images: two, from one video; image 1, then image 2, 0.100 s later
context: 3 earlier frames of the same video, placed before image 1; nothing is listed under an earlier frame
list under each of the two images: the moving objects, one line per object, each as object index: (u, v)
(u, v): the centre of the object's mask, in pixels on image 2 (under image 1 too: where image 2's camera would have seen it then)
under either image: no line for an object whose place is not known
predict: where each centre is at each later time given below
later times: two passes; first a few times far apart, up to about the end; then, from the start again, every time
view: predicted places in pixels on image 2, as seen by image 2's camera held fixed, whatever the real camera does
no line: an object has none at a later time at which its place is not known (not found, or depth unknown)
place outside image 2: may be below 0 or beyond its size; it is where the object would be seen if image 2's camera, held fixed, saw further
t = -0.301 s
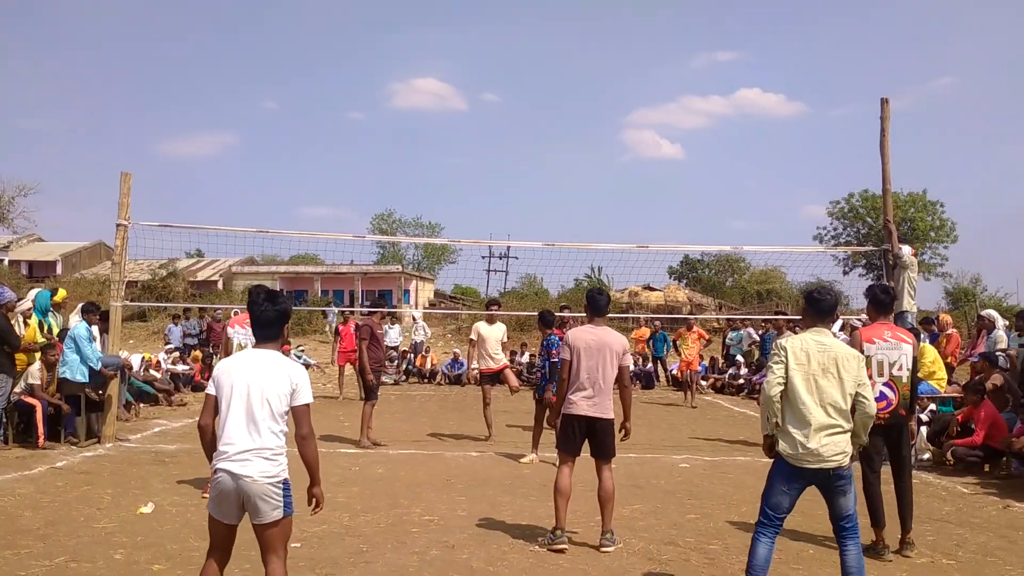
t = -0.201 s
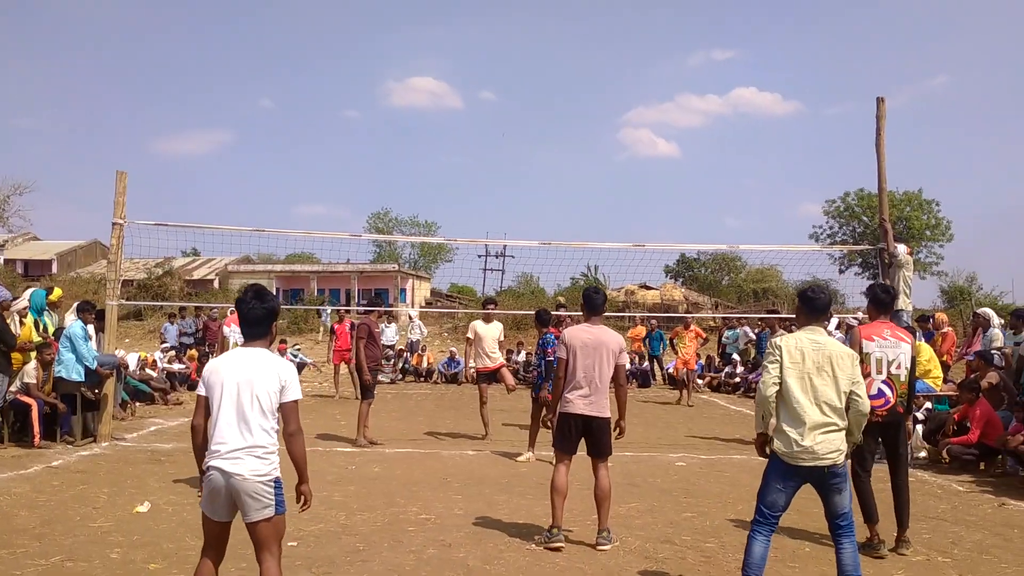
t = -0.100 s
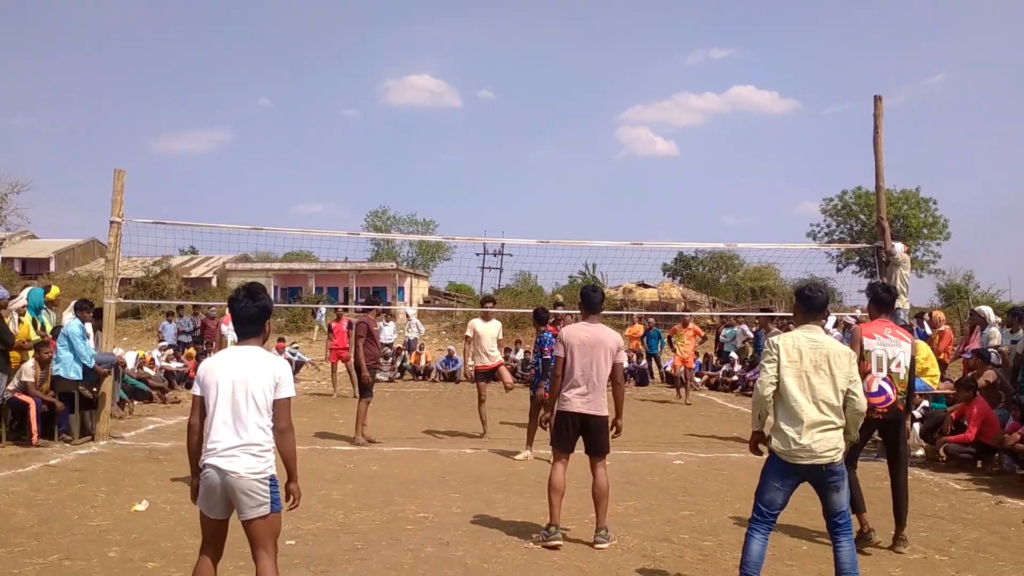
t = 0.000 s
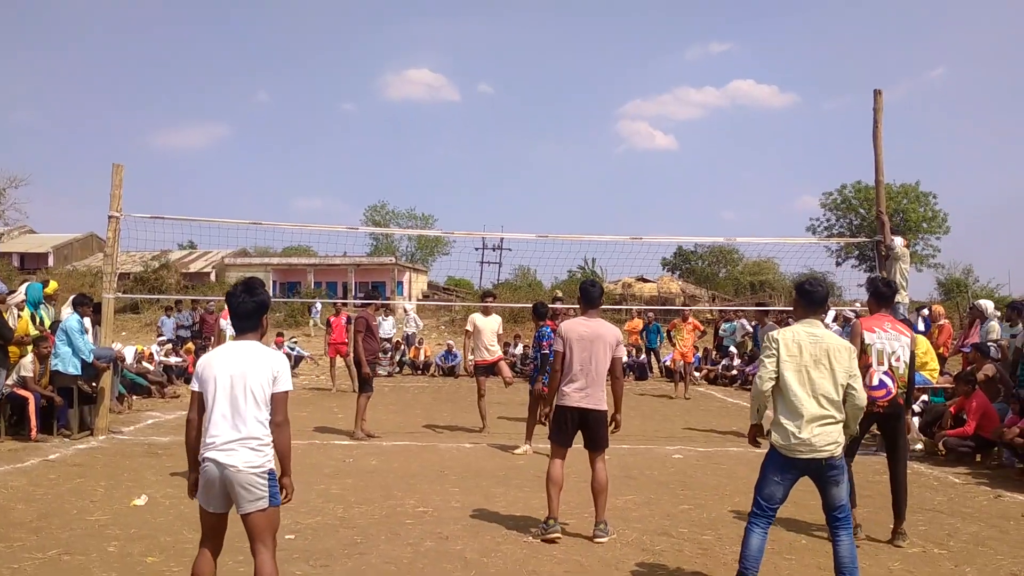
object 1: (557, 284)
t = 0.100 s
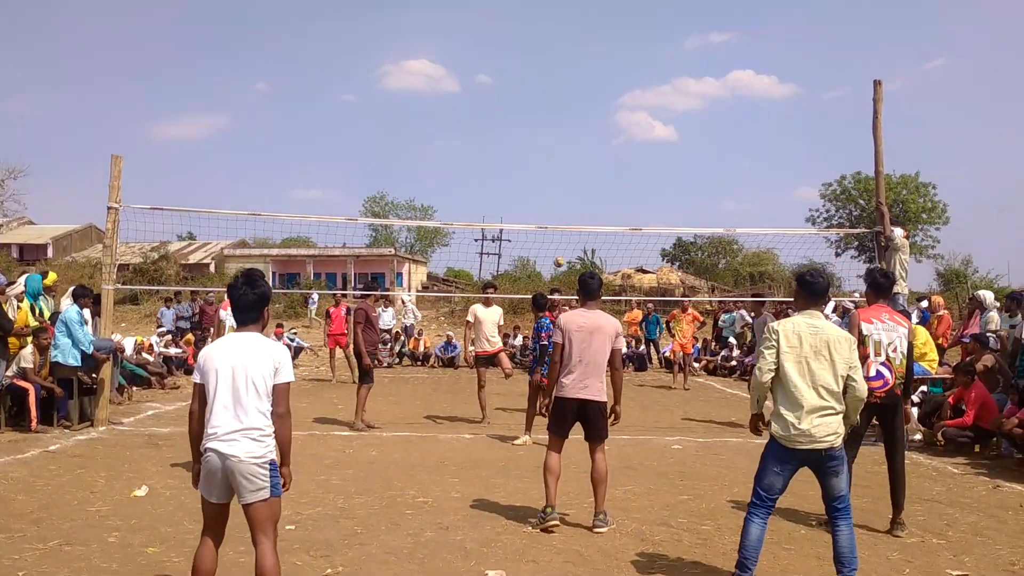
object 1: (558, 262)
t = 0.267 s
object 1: (562, 223)
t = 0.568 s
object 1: (563, 168)
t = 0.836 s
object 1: (556, 145)
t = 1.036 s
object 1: (542, 161)
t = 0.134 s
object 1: (559, 255)
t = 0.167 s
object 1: (560, 247)
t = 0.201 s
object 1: (561, 239)
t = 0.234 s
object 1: (561, 233)
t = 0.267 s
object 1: (562, 223)
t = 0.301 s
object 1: (563, 217)
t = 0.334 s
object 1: (563, 210)
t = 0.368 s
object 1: (563, 203)
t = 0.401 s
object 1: (563, 197)
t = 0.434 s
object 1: (564, 190)
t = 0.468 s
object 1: (564, 184)
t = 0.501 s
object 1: (563, 178)
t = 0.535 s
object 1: (563, 173)
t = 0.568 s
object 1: (563, 168)
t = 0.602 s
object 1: (563, 163)
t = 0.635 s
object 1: (562, 159)
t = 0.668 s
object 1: (561, 155)
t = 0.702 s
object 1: (561, 152)
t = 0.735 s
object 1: (560, 149)
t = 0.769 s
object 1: (558, 147)
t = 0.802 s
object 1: (557, 146)
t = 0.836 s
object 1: (556, 145)
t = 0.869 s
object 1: (555, 145)
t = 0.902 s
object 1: (553, 146)
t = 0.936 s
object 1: (550, 148)
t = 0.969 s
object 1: (548, 151)
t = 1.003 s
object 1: (545, 155)
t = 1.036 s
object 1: (542, 161)
